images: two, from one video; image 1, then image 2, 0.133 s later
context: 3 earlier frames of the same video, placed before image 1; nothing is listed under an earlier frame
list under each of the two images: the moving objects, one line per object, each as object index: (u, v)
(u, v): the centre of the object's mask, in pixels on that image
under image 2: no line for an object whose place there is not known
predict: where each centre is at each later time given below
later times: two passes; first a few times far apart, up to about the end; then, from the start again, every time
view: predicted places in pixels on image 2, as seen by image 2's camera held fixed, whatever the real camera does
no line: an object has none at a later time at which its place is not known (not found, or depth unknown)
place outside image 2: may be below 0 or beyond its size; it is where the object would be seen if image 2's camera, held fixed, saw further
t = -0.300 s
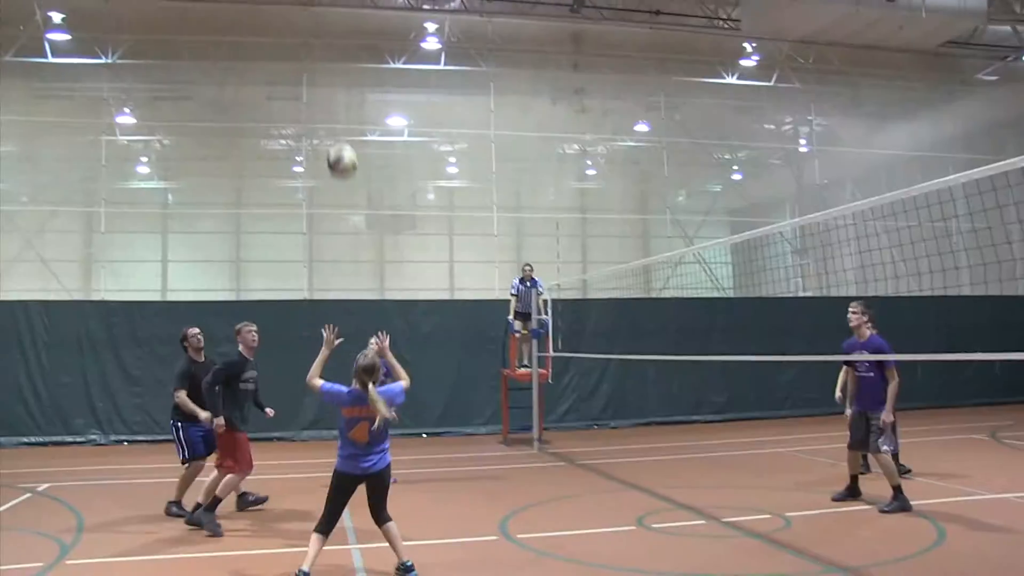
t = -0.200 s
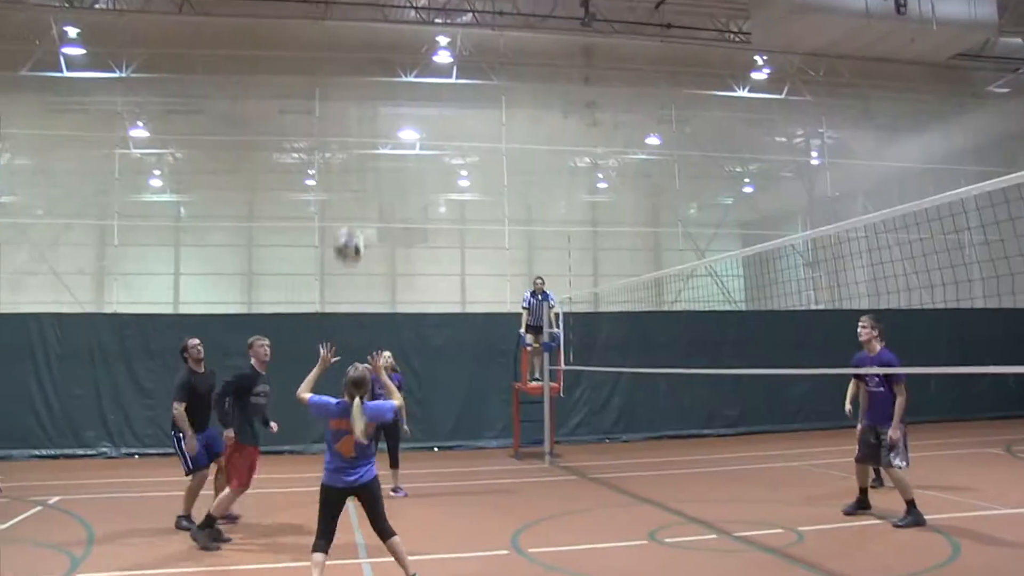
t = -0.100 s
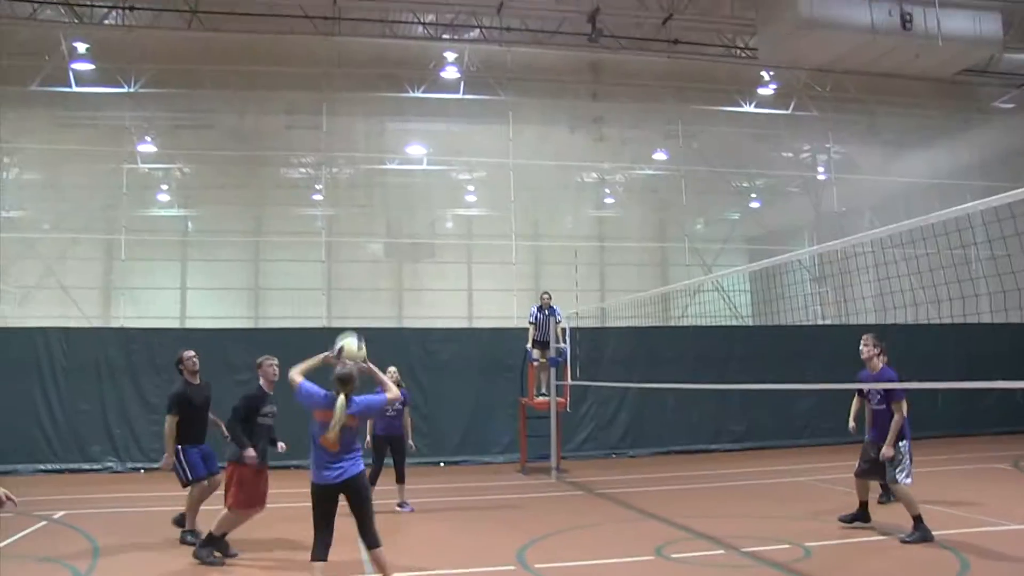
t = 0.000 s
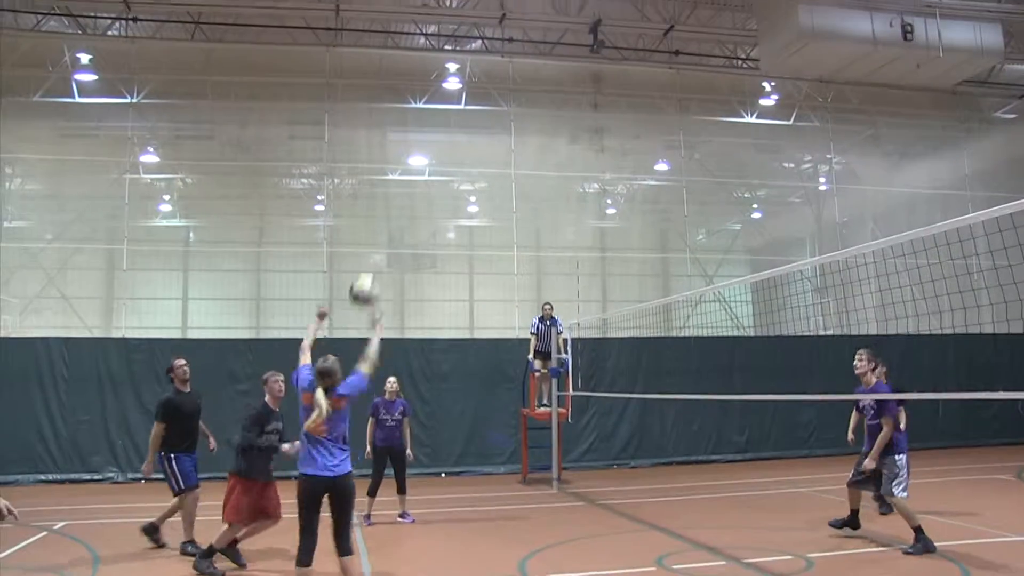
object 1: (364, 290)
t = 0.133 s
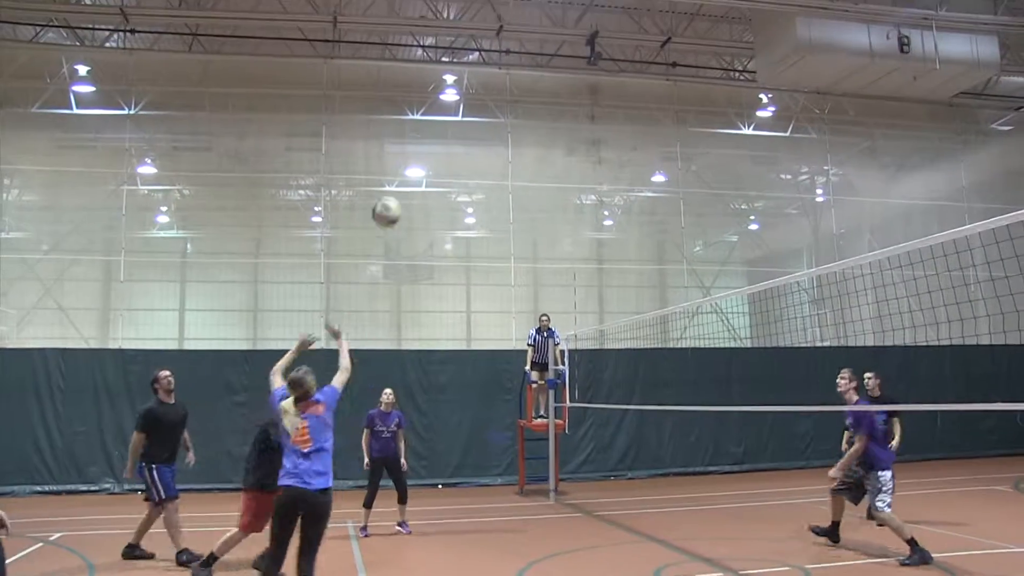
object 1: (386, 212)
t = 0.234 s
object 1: (402, 168)
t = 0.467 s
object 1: (433, 124)
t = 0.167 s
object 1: (392, 195)
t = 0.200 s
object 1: (397, 182)
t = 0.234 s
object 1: (402, 168)
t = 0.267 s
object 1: (407, 157)
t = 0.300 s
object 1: (412, 148)
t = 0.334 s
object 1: (416, 140)
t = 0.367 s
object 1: (421, 134)
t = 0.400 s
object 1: (425, 130)
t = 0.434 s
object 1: (429, 126)
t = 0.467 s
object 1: (433, 124)
